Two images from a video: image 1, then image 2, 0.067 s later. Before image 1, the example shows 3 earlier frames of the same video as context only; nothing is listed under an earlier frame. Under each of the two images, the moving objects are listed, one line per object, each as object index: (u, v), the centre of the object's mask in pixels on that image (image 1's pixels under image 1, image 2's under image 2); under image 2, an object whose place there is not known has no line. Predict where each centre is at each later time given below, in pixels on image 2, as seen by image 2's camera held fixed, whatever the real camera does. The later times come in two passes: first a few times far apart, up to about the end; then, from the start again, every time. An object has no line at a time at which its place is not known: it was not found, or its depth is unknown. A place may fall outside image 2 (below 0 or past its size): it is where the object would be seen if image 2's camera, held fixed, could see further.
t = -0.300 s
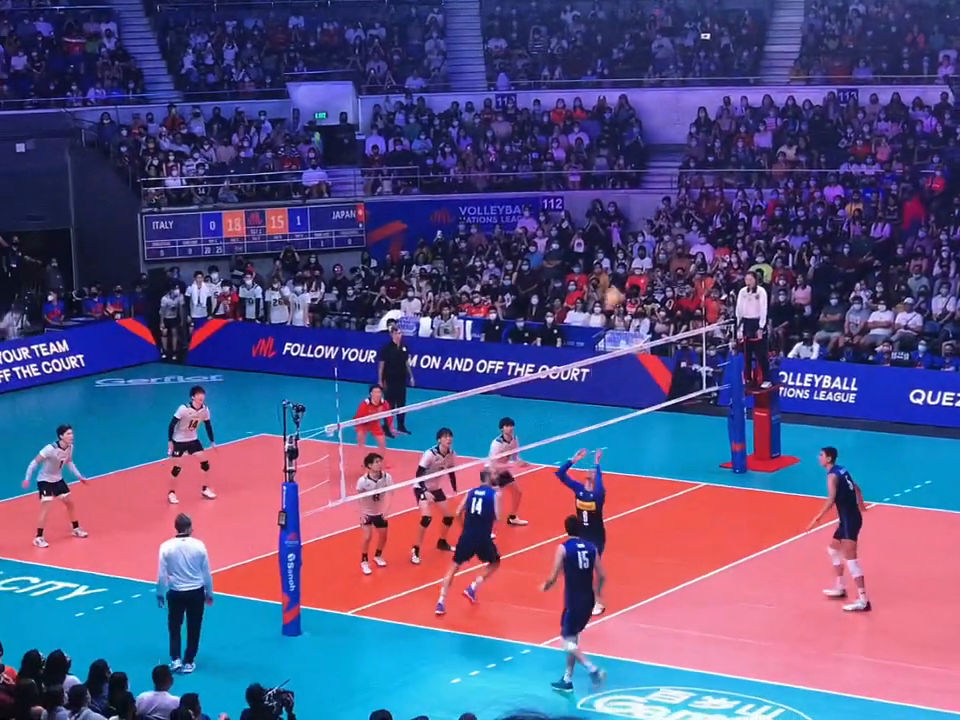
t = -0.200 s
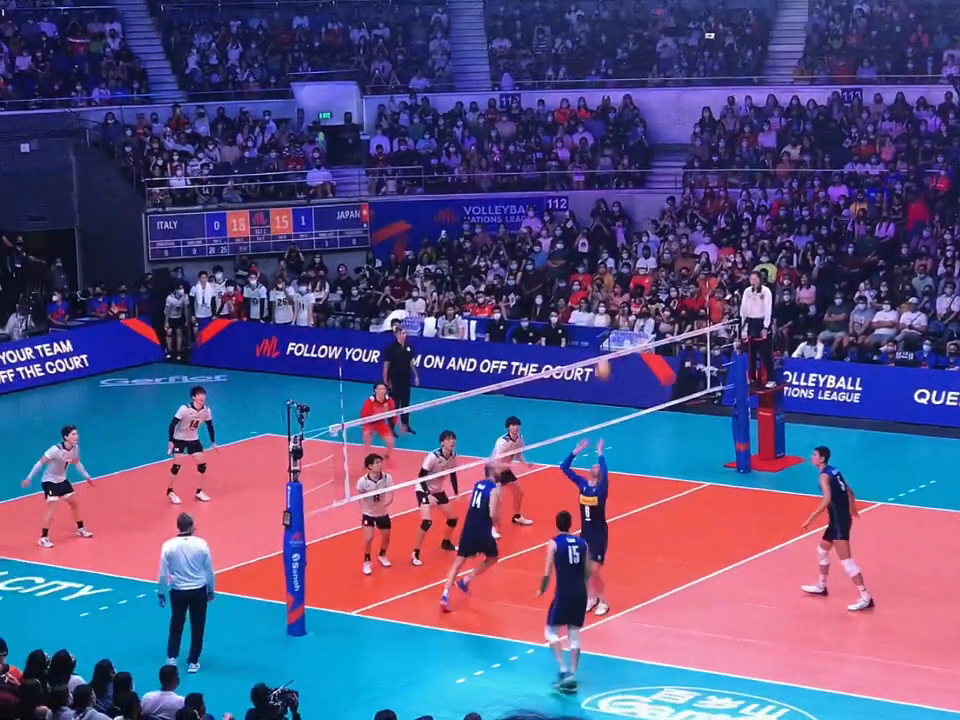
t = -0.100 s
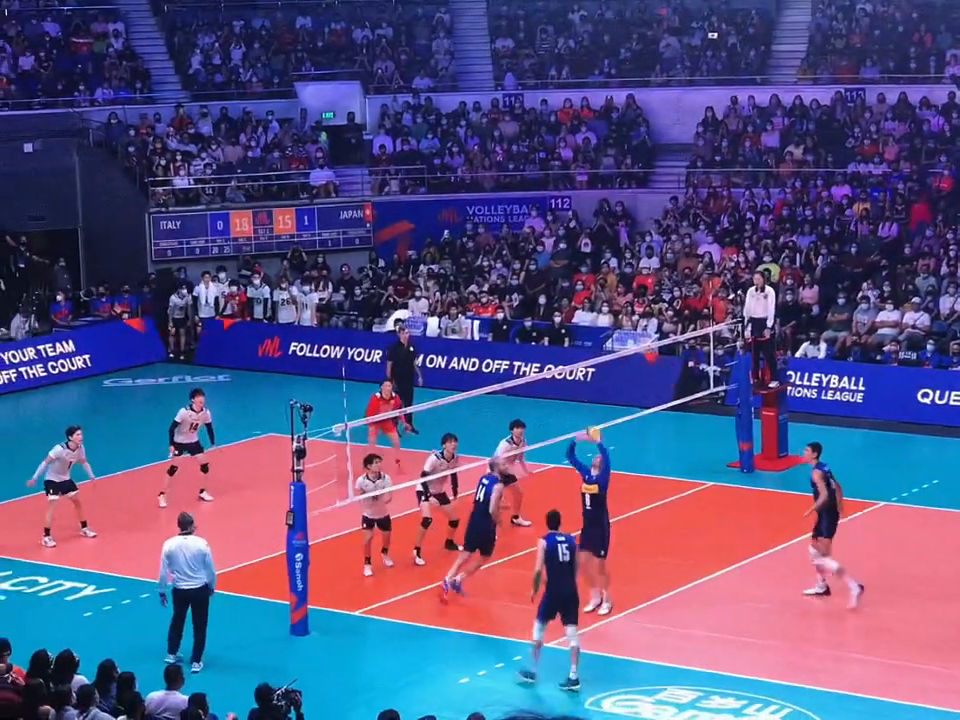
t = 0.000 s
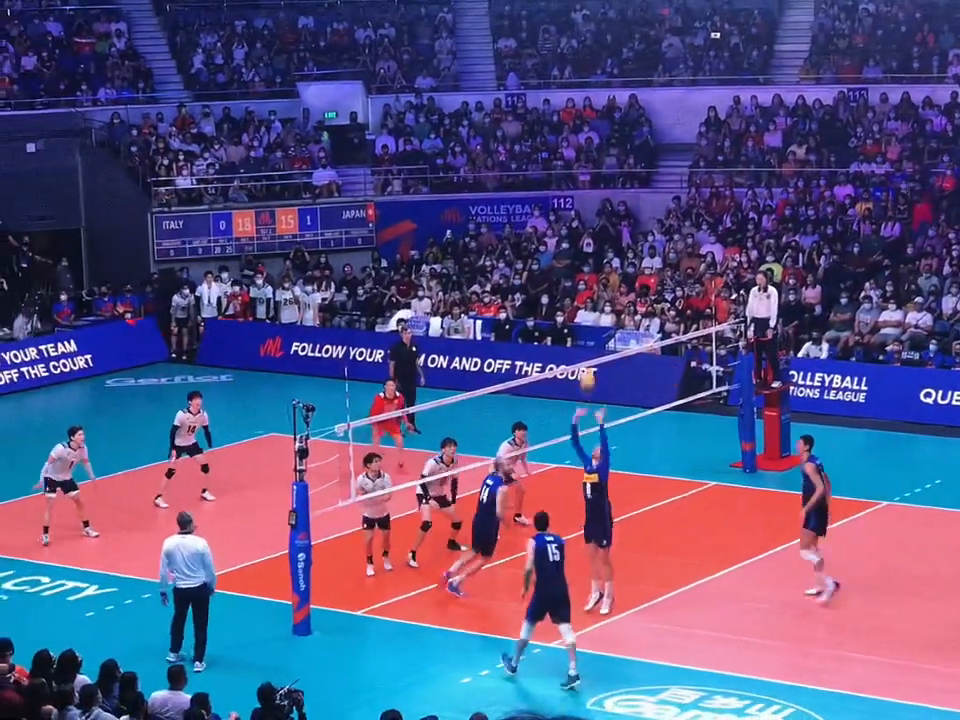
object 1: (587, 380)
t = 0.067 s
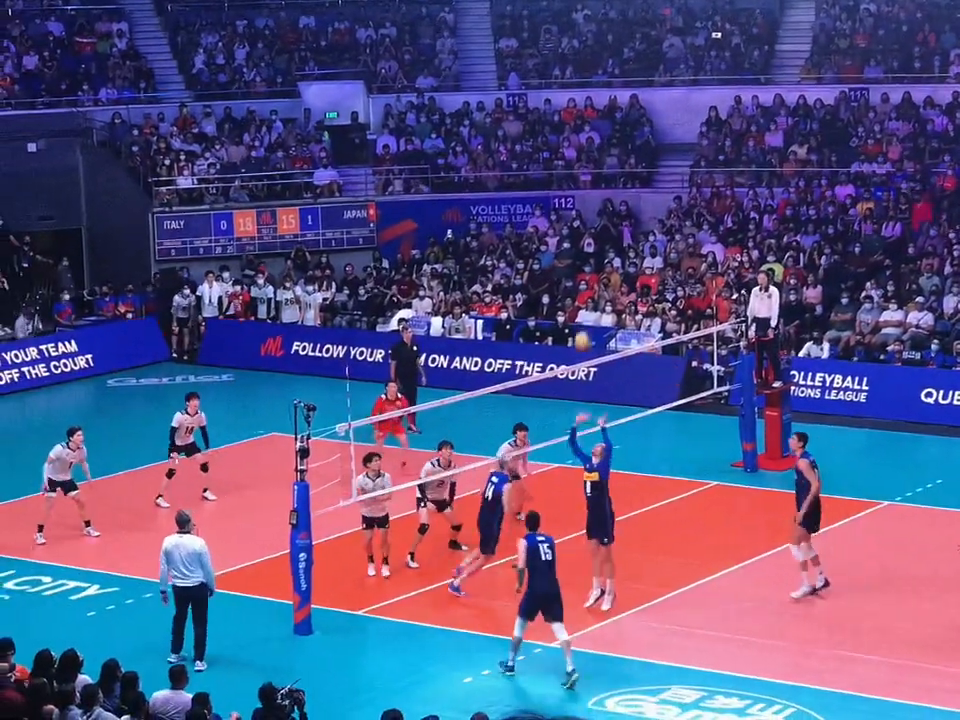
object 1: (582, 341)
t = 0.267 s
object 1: (565, 248)
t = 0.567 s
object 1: (539, 171)
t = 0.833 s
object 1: (518, 163)
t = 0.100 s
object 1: (578, 325)
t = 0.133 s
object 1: (575, 306)
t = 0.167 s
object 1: (571, 290)
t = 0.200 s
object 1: (571, 276)
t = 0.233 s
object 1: (568, 262)
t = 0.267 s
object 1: (565, 248)
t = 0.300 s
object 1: (562, 235)
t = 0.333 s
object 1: (560, 225)
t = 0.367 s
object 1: (558, 215)
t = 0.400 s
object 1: (554, 205)
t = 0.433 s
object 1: (551, 197)
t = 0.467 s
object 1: (548, 189)
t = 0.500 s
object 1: (545, 182)
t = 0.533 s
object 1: (542, 177)
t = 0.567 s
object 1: (539, 171)
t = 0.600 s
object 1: (537, 168)
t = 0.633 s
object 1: (534, 164)
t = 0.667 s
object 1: (531, 162)
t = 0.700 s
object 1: (528, 160)
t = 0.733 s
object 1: (526, 160)
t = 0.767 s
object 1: (524, 160)
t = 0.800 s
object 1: (521, 161)
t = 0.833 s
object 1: (518, 163)
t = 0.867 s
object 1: (516, 166)
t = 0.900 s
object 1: (514, 169)
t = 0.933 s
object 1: (511, 173)
